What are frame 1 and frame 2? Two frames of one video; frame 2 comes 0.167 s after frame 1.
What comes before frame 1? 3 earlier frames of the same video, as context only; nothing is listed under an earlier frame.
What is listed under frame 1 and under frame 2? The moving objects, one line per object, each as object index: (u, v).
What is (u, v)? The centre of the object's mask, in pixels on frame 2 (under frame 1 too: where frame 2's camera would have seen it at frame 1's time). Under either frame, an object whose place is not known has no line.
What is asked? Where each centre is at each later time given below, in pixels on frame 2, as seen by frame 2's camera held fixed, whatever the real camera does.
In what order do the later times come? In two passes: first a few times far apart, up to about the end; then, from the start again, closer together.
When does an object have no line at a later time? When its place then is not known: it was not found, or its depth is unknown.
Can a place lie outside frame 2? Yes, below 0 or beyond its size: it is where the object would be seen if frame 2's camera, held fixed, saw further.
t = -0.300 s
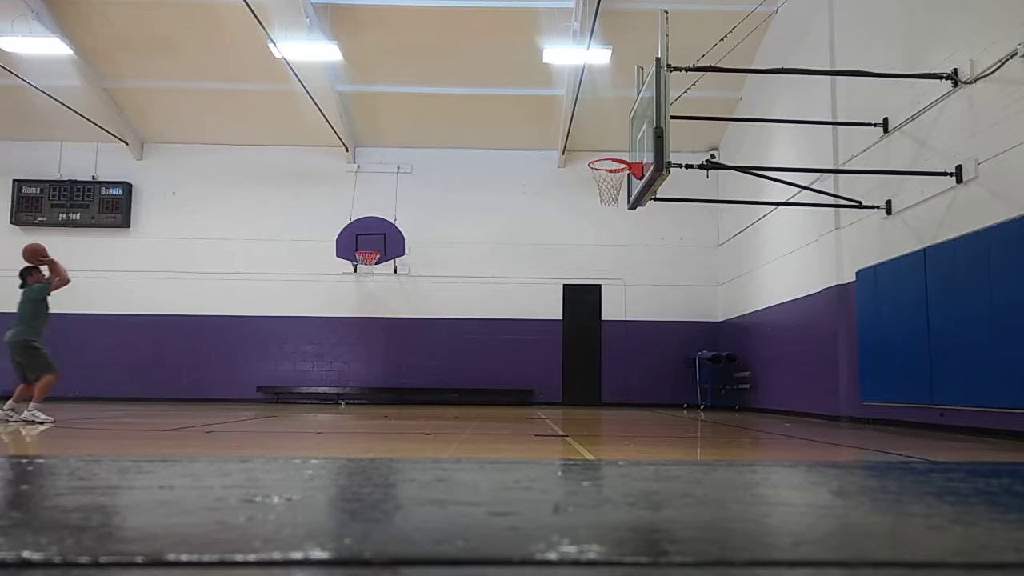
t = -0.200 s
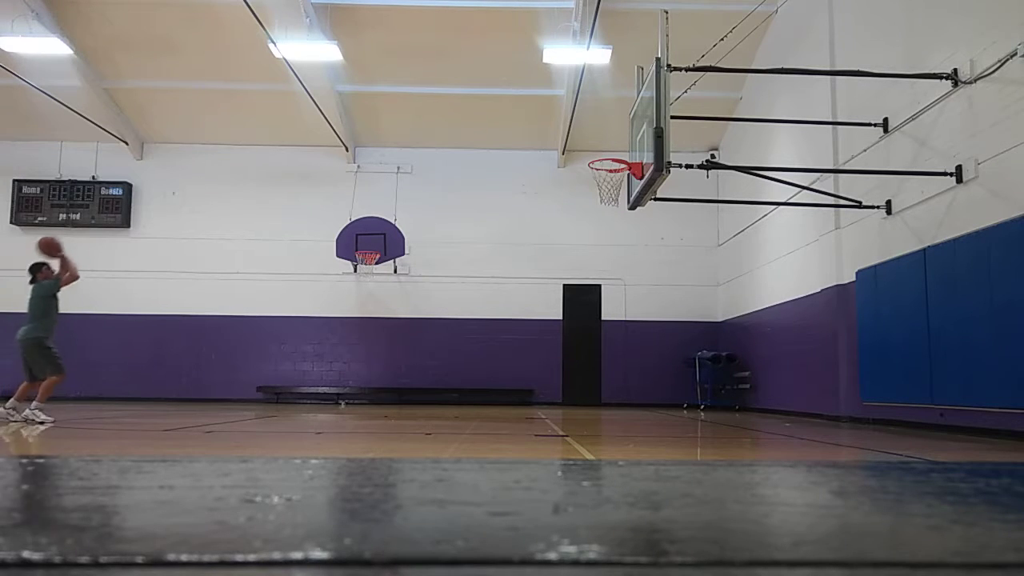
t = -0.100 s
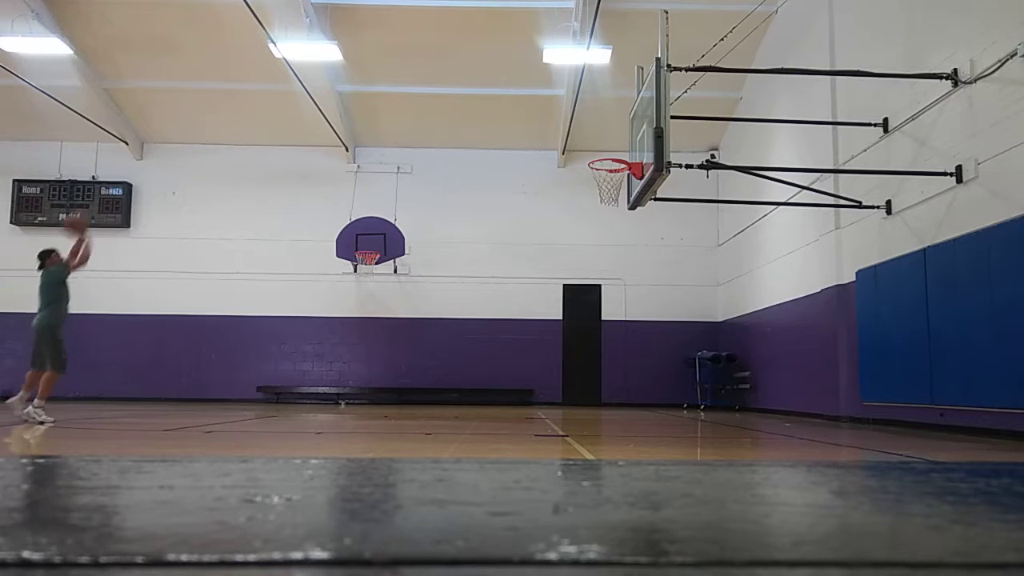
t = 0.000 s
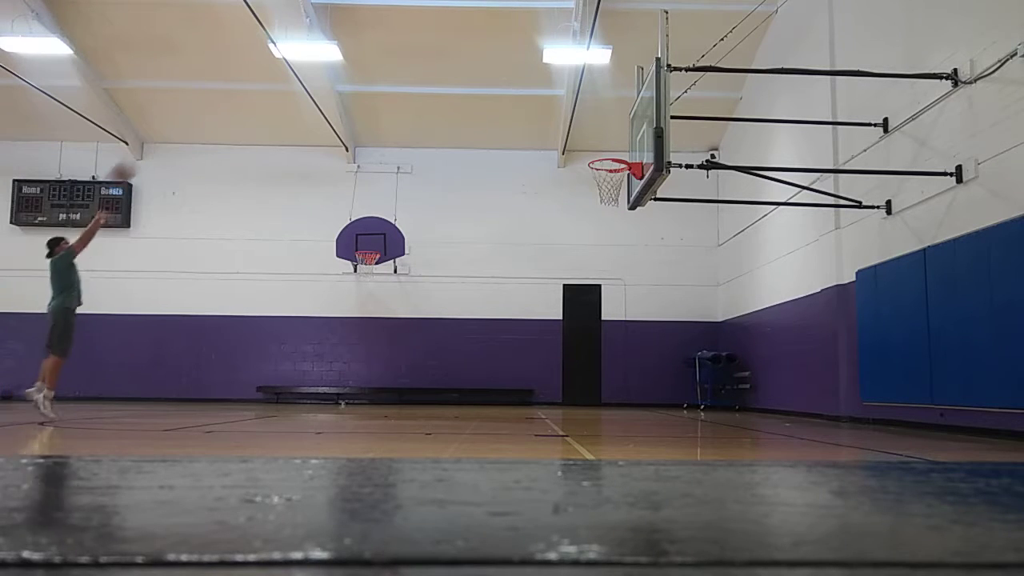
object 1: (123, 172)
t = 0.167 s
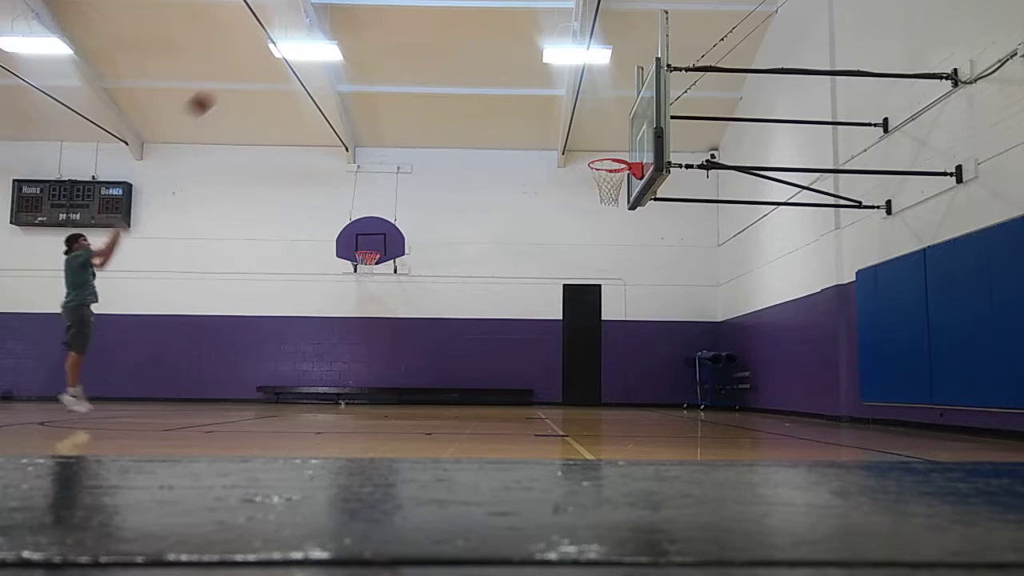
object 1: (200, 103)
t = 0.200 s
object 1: (216, 92)
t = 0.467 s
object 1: (332, 35)
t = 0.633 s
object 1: (397, 30)
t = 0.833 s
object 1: (476, 53)
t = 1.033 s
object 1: (553, 108)
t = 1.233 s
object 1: (617, 164)
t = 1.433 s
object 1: (598, 149)
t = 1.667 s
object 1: (591, 153)
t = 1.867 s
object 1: (583, 195)
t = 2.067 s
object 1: (575, 281)
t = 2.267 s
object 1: (567, 415)
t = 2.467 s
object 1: (556, 319)
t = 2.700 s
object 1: (542, 235)
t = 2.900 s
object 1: (530, 207)
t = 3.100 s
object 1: (517, 220)
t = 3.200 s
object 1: (510, 243)
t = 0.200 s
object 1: (216, 92)
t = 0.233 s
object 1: (230, 82)
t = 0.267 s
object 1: (244, 73)
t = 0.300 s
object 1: (259, 64)
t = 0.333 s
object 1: (270, 59)
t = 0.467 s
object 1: (332, 35)
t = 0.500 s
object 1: (344, 34)
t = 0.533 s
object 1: (357, 31)
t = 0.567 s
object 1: (371, 30)
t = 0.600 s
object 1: (384, 30)
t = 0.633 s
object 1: (397, 30)
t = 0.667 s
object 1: (411, 32)
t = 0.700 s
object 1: (424, 35)
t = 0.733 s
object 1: (437, 38)
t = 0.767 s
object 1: (450, 42)
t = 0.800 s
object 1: (463, 47)
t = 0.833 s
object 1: (476, 53)
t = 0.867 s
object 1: (488, 60)
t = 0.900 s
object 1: (502, 68)
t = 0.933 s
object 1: (515, 76)
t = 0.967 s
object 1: (527, 85)
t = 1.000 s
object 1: (541, 97)
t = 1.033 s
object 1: (553, 108)
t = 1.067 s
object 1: (566, 121)
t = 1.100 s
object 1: (580, 133)
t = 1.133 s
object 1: (592, 146)
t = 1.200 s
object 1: (611, 161)
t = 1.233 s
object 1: (617, 164)
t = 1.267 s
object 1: (612, 164)
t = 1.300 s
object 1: (604, 163)
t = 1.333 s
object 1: (600, 160)
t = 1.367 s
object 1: (600, 155)
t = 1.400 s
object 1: (599, 151)
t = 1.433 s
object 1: (598, 149)
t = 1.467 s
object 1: (597, 147)
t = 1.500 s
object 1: (596, 146)
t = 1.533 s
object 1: (595, 145)
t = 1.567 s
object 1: (594, 146)
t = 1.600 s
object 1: (593, 147)
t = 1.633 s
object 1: (592, 149)
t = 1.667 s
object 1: (591, 153)
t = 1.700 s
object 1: (590, 157)
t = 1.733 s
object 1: (588, 163)
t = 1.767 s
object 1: (587, 169)
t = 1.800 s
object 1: (585, 177)
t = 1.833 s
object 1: (584, 185)
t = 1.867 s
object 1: (583, 195)
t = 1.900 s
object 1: (582, 206)
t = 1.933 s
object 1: (581, 218)
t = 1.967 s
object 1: (580, 231)
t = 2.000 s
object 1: (579, 245)
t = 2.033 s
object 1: (577, 261)
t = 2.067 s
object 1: (575, 281)
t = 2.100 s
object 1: (574, 300)
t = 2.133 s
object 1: (573, 319)
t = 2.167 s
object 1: (571, 340)
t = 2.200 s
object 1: (570, 365)
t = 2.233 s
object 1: (568, 388)
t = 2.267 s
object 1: (567, 415)
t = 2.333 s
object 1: (563, 388)
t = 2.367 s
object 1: (561, 369)
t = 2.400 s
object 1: (559, 350)
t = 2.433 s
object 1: (558, 335)
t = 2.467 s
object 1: (556, 319)
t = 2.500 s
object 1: (553, 303)
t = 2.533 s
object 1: (551, 290)
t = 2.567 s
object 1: (550, 276)
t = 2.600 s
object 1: (548, 264)
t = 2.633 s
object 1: (546, 253)
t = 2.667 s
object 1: (544, 244)
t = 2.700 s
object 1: (542, 235)
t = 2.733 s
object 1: (540, 228)
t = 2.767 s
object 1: (538, 221)
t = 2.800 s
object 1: (536, 216)
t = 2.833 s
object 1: (534, 212)
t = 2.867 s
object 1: (532, 209)
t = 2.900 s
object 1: (530, 207)
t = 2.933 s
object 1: (528, 206)
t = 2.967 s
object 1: (526, 207)
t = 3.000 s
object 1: (524, 208)
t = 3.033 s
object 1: (522, 211)
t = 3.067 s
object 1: (520, 214)
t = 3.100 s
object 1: (517, 220)
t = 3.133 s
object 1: (515, 226)
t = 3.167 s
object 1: (513, 234)
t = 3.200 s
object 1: (510, 243)
